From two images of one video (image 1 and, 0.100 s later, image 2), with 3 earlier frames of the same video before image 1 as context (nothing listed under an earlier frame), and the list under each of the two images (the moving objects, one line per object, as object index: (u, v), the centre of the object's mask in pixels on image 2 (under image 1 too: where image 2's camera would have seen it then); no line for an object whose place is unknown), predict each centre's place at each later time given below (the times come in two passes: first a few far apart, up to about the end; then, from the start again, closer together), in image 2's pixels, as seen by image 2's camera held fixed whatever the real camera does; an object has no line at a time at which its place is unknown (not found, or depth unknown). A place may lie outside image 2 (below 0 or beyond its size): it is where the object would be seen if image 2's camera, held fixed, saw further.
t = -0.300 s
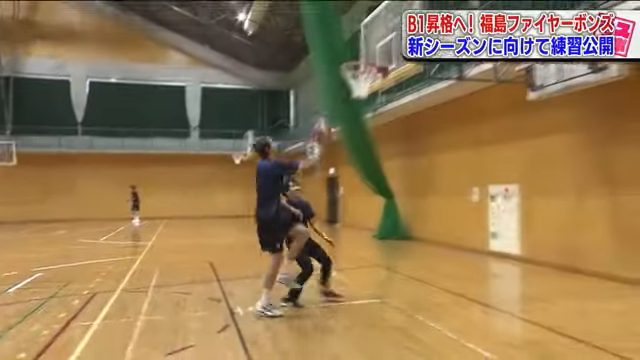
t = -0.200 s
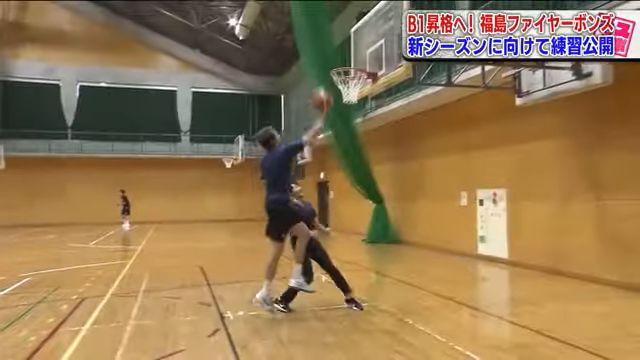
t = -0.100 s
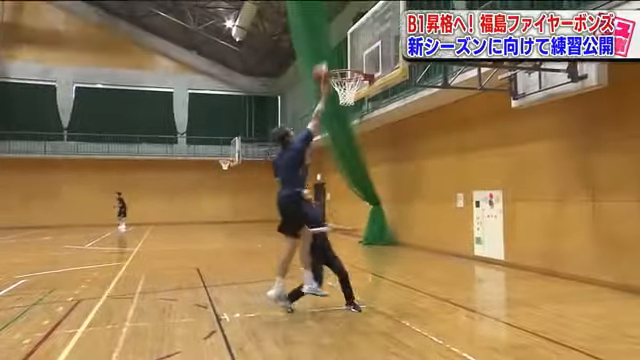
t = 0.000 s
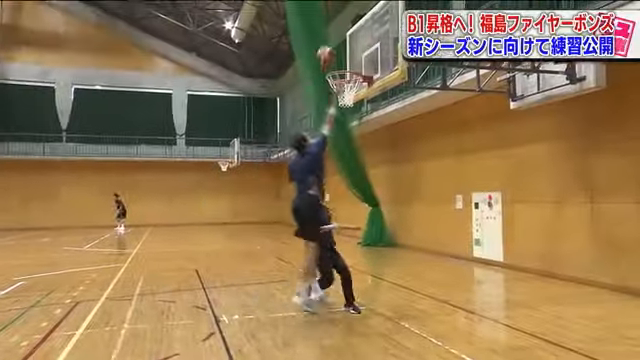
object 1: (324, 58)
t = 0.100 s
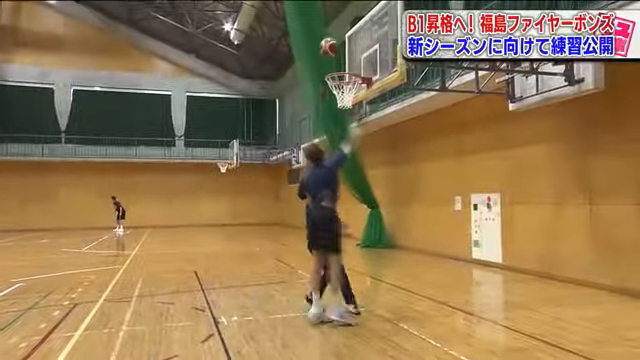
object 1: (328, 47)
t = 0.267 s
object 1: (333, 46)
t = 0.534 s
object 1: (345, 84)
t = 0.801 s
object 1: (347, 111)
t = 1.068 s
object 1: (347, 179)
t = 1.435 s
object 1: (343, 265)
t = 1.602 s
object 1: (339, 215)
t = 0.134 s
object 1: (329, 45)
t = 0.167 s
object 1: (331, 45)
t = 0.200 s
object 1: (331, 44)
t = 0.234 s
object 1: (332, 45)
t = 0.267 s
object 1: (333, 46)
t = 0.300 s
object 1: (336, 49)
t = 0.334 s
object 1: (337, 51)
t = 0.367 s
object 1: (339, 54)
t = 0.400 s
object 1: (339, 59)
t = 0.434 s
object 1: (340, 63)
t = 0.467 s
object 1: (341, 67)
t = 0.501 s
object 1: (343, 79)
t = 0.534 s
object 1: (345, 84)
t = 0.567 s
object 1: (345, 93)
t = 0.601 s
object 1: (346, 94)
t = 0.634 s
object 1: (345, 97)
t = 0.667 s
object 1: (346, 97)
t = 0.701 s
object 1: (344, 101)
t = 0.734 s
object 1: (345, 102)
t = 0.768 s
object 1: (345, 108)
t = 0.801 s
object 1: (347, 111)
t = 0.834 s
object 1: (347, 116)
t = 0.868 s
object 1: (347, 125)
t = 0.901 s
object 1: (347, 131)
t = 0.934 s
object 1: (347, 138)
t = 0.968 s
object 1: (346, 148)
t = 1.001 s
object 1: (346, 158)
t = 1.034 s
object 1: (346, 166)
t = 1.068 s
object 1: (347, 179)
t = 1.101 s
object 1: (346, 192)
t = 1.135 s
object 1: (348, 206)
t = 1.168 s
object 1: (349, 220)
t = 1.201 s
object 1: (349, 234)
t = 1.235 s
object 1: (347, 251)
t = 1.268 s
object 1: (347, 271)
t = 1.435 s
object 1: (343, 265)
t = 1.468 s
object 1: (343, 254)
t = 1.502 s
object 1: (342, 242)
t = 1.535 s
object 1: (341, 234)
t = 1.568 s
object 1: (341, 224)
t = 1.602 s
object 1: (339, 215)
